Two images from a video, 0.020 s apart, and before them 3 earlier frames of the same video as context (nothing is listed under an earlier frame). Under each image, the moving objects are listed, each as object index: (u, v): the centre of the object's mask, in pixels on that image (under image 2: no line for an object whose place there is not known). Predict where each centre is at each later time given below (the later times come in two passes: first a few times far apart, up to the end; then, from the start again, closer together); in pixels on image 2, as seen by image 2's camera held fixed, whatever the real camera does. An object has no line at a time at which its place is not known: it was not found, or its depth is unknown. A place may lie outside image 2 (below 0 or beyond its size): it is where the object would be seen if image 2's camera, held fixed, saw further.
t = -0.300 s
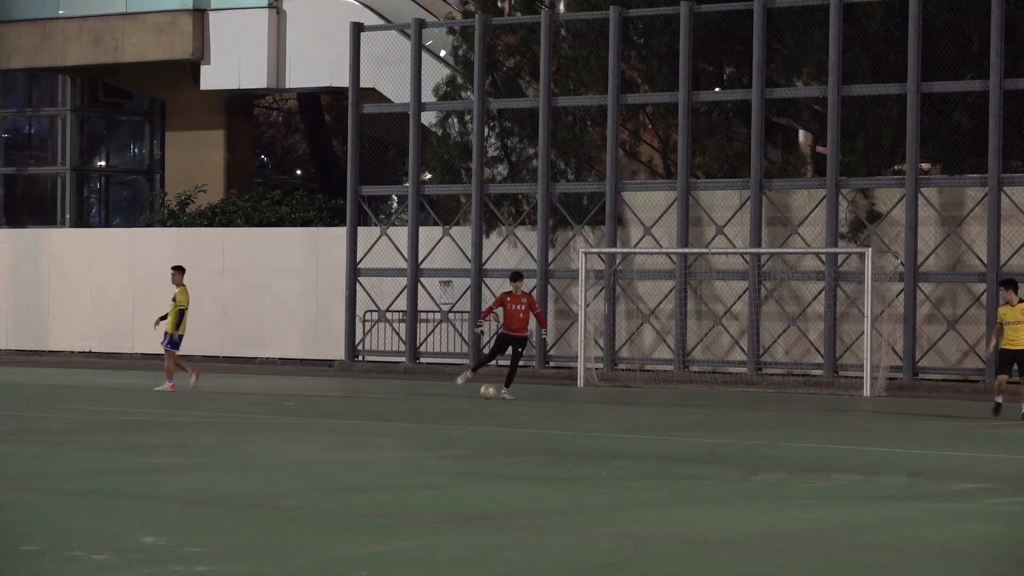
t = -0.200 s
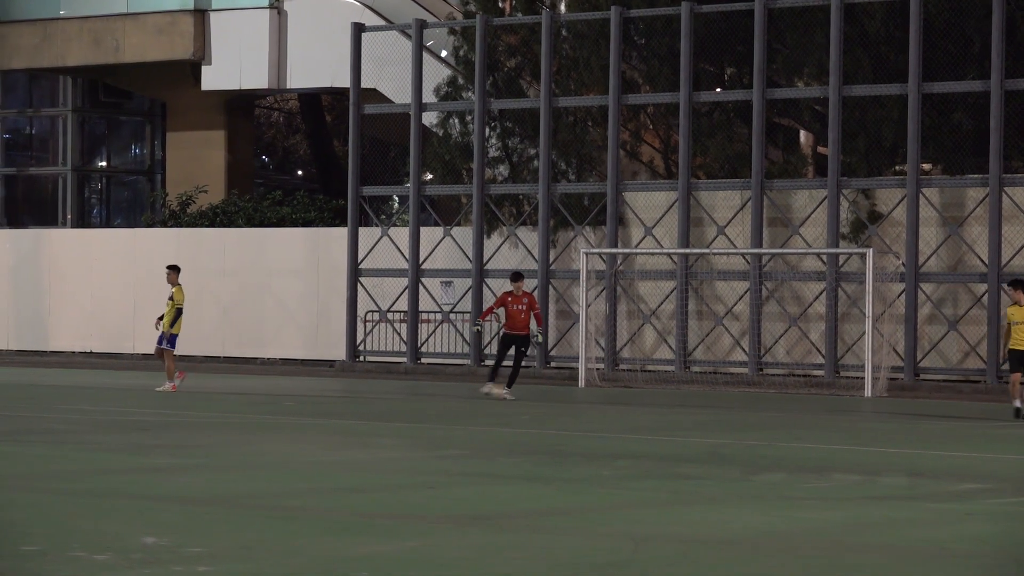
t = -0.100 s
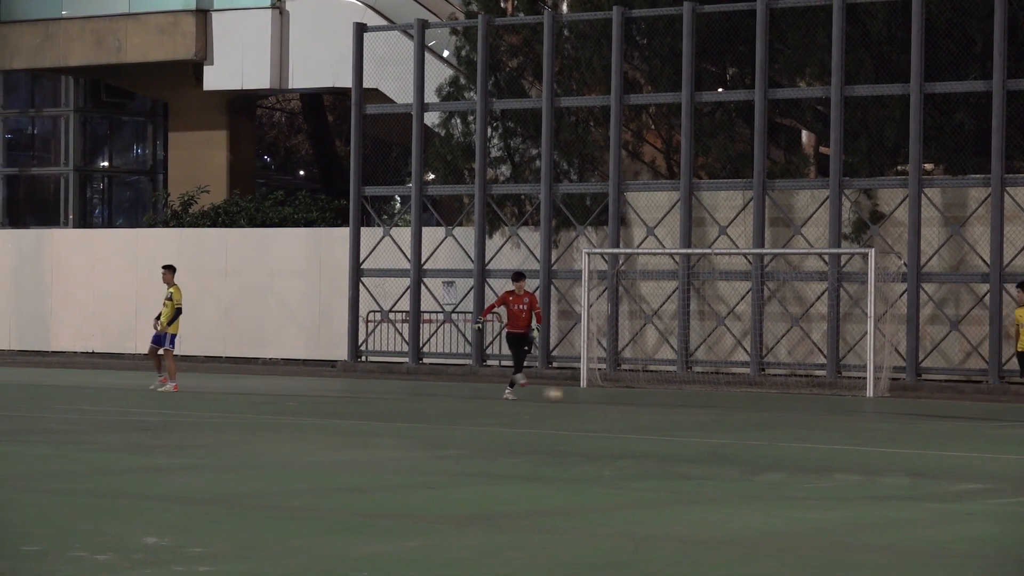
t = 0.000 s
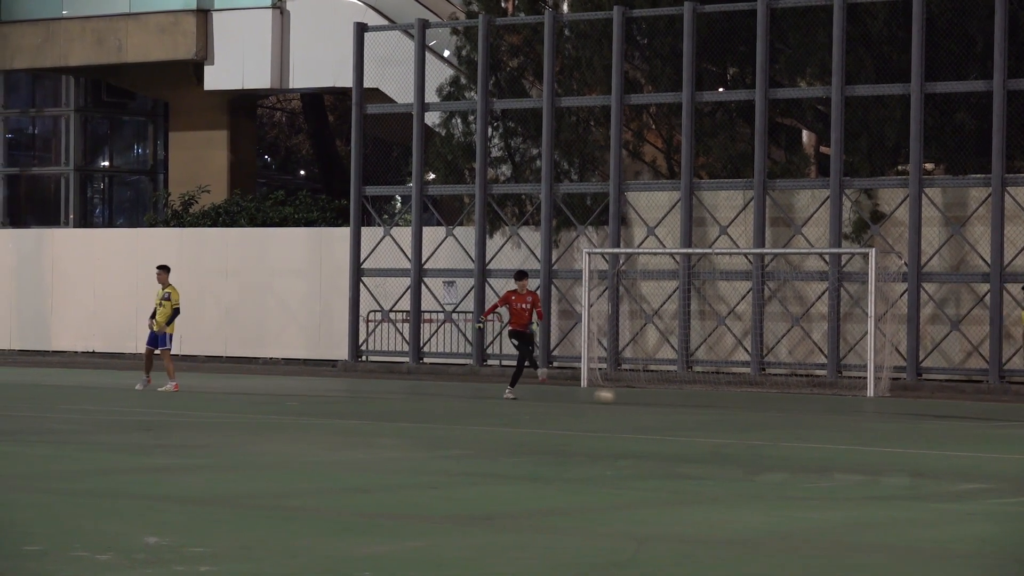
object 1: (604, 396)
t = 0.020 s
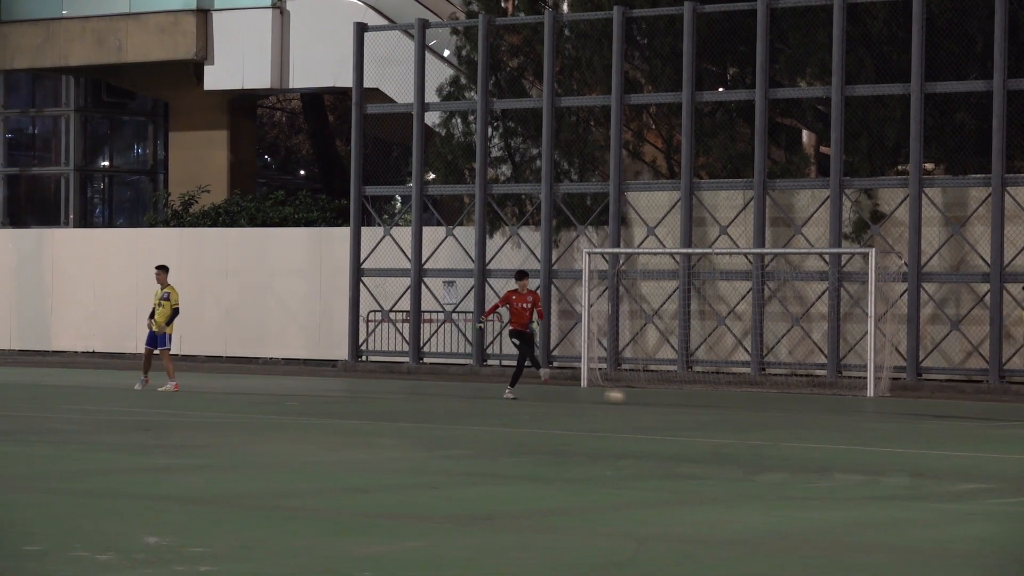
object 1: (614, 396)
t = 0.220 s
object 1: (707, 400)
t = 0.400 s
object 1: (786, 404)
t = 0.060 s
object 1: (633, 397)
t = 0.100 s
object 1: (653, 398)
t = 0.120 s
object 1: (662, 399)
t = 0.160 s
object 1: (681, 399)
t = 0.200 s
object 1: (698, 400)
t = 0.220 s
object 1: (707, 400)
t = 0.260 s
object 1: (721, 401)
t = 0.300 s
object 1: (733, 402)
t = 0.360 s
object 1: (758, 404)
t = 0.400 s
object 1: (786, 404)
